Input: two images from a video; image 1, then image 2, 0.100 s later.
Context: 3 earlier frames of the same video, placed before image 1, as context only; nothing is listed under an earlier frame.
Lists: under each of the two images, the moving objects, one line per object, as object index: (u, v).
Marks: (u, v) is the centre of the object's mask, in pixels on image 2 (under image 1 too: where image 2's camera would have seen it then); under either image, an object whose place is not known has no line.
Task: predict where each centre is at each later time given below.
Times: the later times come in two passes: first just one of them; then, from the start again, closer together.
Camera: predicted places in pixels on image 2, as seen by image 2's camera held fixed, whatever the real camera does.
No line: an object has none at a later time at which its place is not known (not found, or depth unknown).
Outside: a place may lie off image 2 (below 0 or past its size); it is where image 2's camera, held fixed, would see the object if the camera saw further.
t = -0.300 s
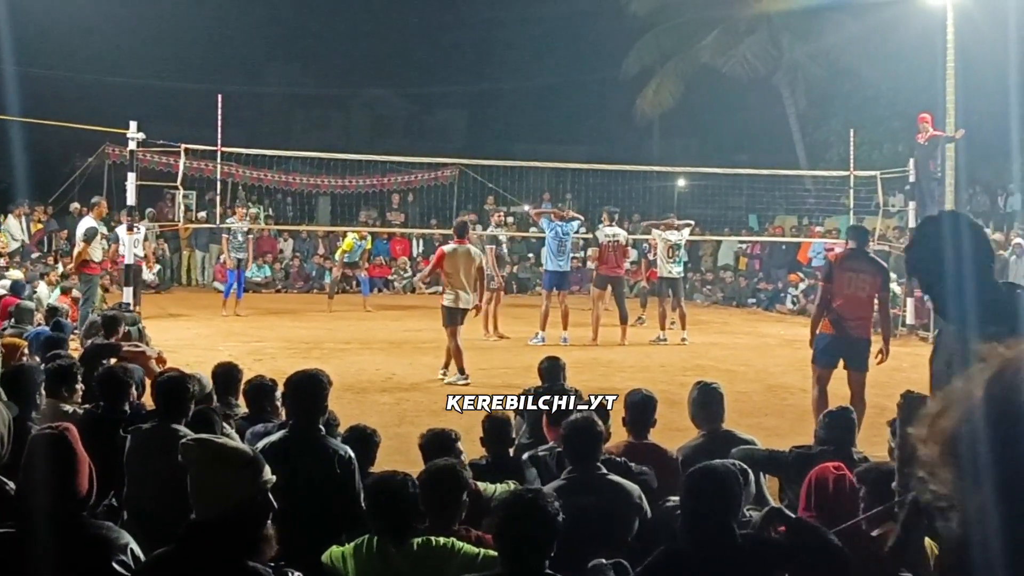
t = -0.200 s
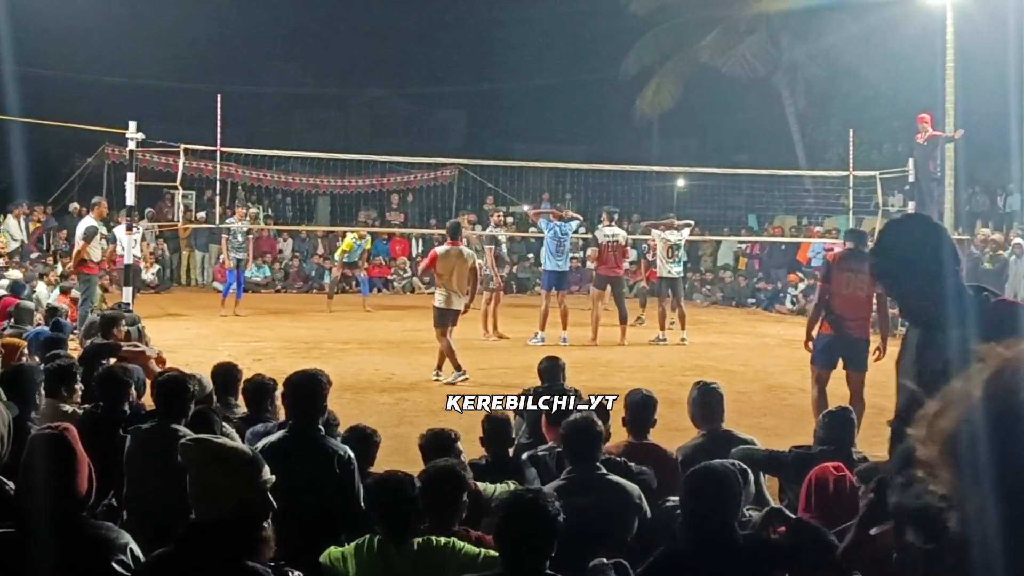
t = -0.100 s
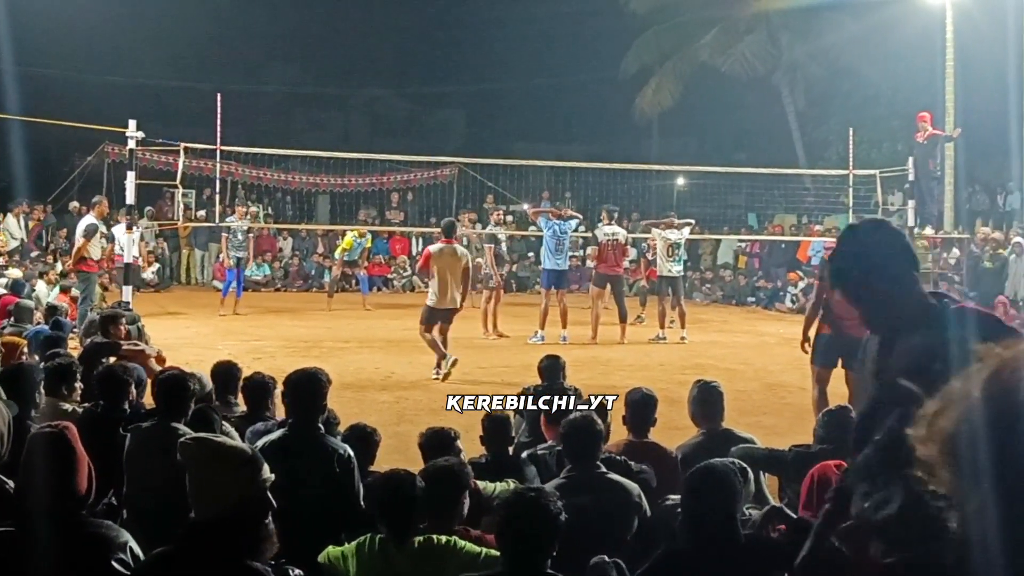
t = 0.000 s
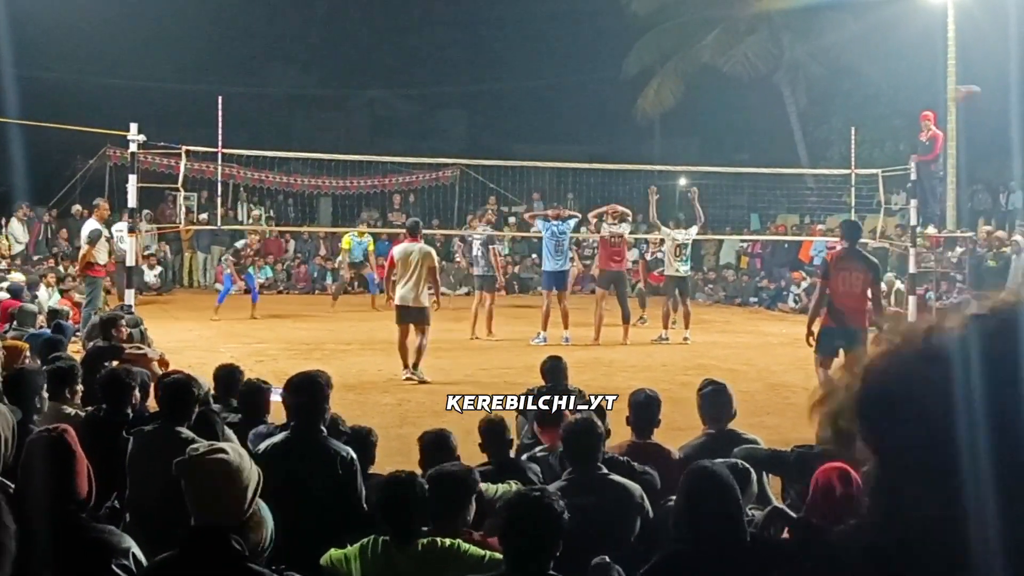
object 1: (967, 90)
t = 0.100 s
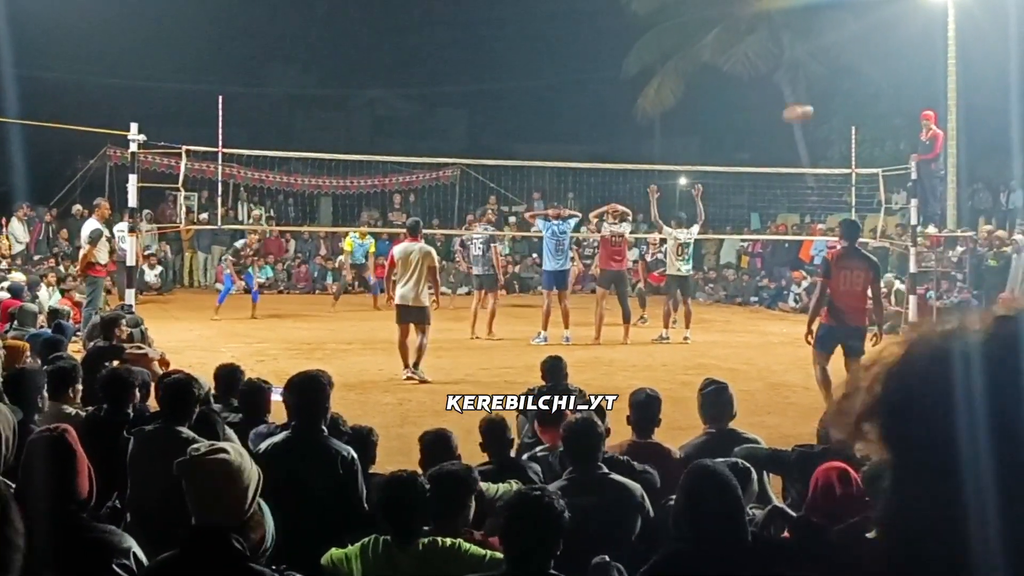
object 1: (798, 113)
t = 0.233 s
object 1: (633, 151)
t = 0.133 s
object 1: (751, 122)
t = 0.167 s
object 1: (709, 130)
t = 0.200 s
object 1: (670, 140)
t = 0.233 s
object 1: (633, 151)
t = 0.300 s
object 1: (570, 173)
